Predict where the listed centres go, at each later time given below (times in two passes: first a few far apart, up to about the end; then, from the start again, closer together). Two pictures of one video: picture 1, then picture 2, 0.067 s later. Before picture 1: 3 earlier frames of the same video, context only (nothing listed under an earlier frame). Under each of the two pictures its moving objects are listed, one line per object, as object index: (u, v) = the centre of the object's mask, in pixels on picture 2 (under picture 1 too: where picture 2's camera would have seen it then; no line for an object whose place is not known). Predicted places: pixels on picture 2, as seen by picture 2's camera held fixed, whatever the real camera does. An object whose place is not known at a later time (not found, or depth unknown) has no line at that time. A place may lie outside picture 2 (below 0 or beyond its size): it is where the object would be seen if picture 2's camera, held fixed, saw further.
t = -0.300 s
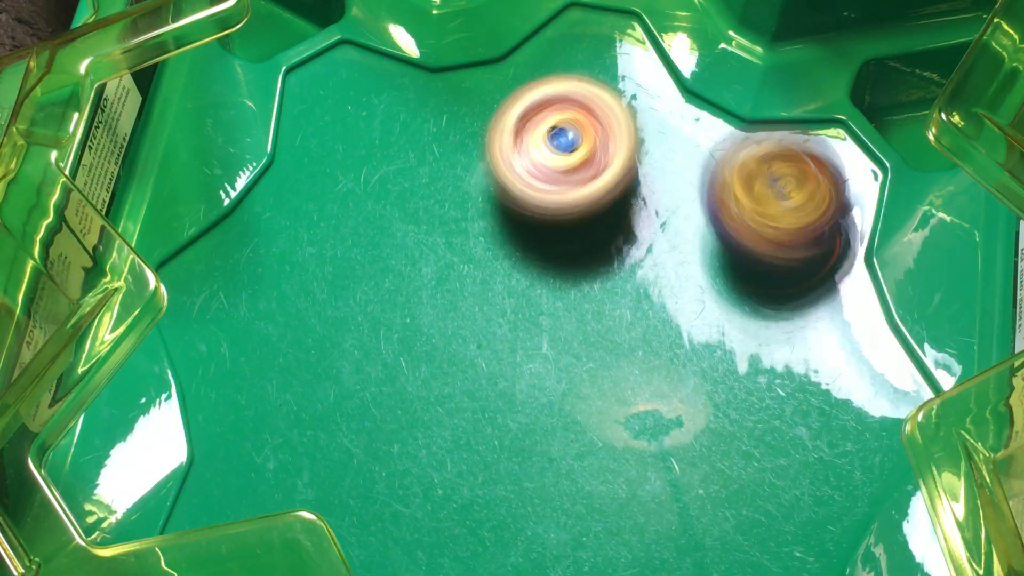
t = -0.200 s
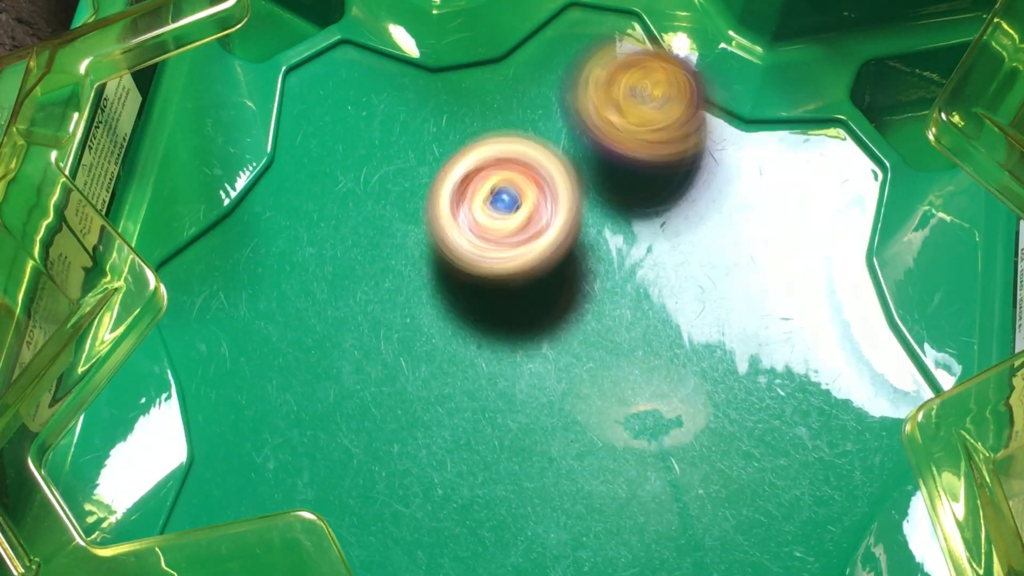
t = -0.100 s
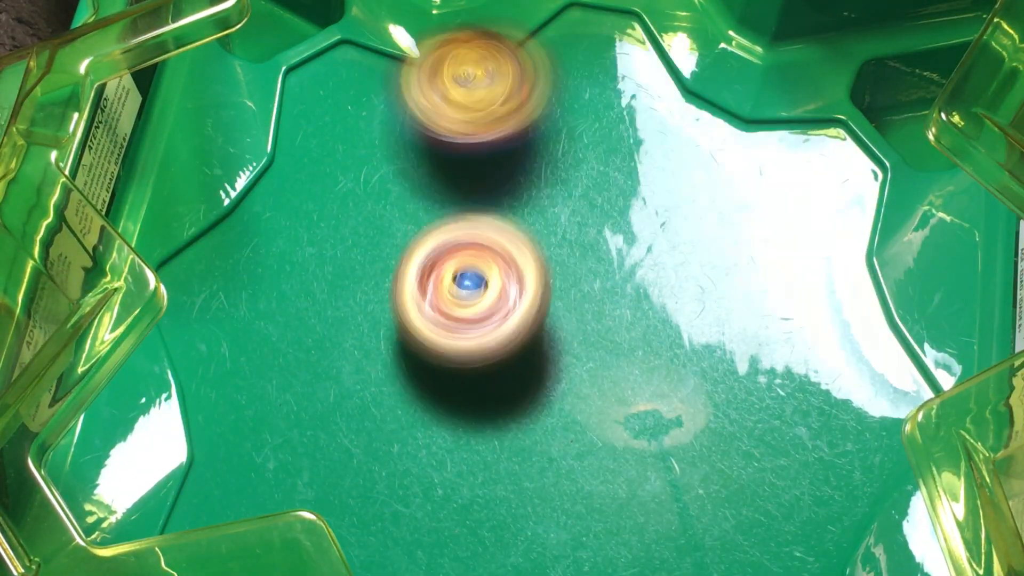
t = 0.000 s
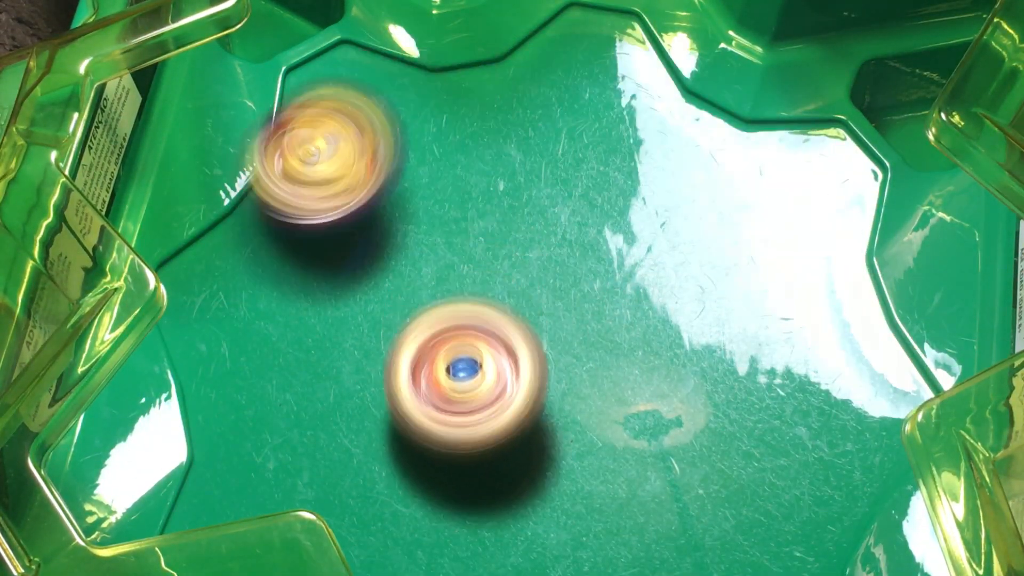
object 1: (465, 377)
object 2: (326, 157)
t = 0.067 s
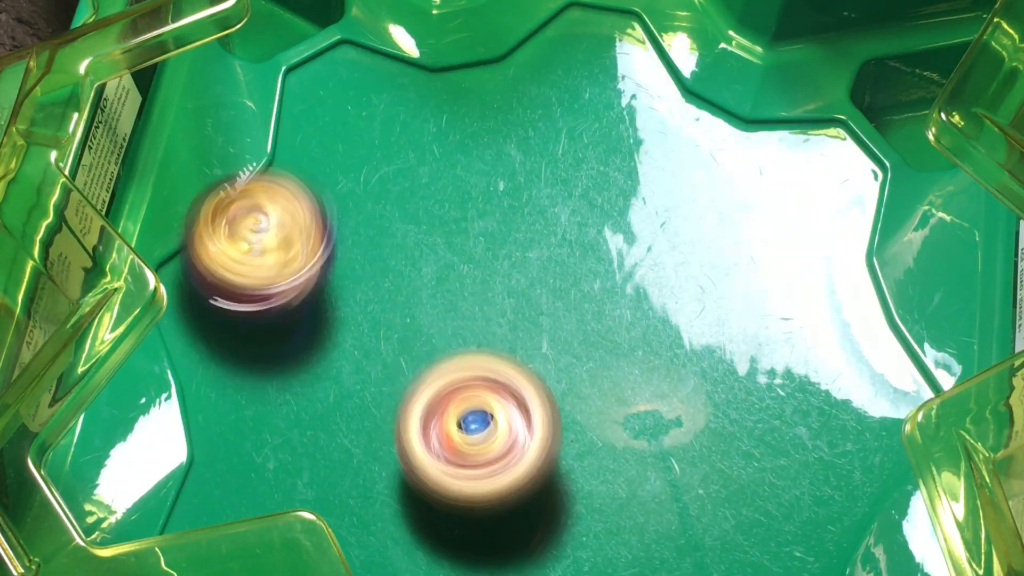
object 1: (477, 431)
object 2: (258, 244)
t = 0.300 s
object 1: (582, 535)
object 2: (371, 541)
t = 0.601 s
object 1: (838, 422)
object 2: (500, 524)
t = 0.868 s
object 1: (698, 243)
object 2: (437, 265)
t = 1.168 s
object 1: (439, 252)
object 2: (267, 237)
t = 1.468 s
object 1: (481, 399)
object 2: (273, 443)
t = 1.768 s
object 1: (716, 349)
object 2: (487, 407)
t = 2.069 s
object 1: (763, 269)
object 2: (509, 129)
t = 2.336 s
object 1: (695, 323)
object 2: (430, 147)
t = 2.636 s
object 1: (621, 531)
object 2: (478, 224)
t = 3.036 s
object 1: (559, 546)
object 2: (462, 279)
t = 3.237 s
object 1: (457, 488)
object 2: (568, 360)
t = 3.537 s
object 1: (352, 344)
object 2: (692, 339)
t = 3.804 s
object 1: (371, 225)
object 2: (579, 332)
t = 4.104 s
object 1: (493, 175)
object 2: (421, 382)
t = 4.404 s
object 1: (636, 246)
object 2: (456, 411)
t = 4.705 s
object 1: (742, 373)
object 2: (493, 305)
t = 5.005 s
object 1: (722, 477)
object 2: (460, 260)
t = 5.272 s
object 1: (560, 488)
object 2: (518, 339)
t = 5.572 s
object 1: (389, 438)
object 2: (587, 290)
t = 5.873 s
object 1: (356, 304)
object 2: (541, 329)
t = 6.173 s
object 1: (458, 212)
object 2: (520, 393)
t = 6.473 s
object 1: (609, 239)
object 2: (549, 379)
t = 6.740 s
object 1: (716, 314)
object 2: (509, 391)
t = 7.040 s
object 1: (672, 441)
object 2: (516, 345)
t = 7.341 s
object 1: (504, 472)
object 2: (556, 301)
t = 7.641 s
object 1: (377, 374)
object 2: (552, 346)
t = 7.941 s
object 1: (402, 248)
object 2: (559, 386)
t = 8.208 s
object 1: (522, 215)
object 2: (526, 374)
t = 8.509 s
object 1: (671, 259)
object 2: (499, 388)
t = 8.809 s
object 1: (678, 390)
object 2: (498, 388)
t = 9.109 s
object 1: (567, 487)
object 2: (479, 360)
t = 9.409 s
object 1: (436, 462)
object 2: (483, 344)
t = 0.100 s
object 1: (487, 458)
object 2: (242, 295)
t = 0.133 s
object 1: (498, 482)
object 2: (234, 347)
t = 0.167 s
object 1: (511, 502)
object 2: (241, 399)
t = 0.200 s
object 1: (527, 514)
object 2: (261, 447)
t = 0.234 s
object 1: (544, 523)
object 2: (287, 496)
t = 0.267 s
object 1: (563, 530)
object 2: (325, 521)
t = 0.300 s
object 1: (582, 535)
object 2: (371, 541)
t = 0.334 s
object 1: (602, 538)
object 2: (424, 552)
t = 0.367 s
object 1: (654, 538)
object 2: (431, 558)
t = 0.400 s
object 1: (718, 534)
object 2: (430, 560)
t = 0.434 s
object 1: (764, 526)
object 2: (435, 560)
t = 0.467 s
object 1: (796, 515)
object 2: (449, 559)
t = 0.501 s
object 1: (817, 500)
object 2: (467, 556)
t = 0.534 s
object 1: (830, 478)
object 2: (480, 550)
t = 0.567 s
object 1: (836, 450)
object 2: (493, 540)
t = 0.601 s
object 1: (838, 422)
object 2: (500, 524)
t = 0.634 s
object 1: (839, 394)
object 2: (506, 502)
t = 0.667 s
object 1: (834, 368)
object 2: (506, 467)
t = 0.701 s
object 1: (821, 342)
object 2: (502, 432)
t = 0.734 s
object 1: (802, 318)
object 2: (493, 397)
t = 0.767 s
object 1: (780, 294)
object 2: (482, 359)
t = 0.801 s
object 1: (757, 273)
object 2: (469, 325)
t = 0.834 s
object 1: (728, 257)
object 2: (453, 293)
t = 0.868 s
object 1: (698, 243)
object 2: (437, 265)
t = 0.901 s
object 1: (665, 232)
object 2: (418, 242)
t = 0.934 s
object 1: (634, 225)
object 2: (400, 223)
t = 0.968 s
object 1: (601, 219)
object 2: (382, 210)
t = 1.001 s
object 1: (568, 216)
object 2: (363, 201)
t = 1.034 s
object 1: (536, 217)
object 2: (343, 200)
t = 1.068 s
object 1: (504, 221)
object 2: (324, 204)
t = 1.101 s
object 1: (475, 227)
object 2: (310, 212)
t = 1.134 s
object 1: (455, 238)
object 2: (289, 222)
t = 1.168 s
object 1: (439, 252)
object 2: (267, 237)
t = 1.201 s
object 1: (420, 266)
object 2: (254, 256)
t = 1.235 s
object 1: (408, 283)
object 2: (241, 276)
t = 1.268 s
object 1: (412, 301)
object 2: (220, 297)
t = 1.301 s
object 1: (415, 319)
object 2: (211, 322)
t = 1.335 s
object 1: (417, 338)
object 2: (210, 348)
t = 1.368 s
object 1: (420, 355)
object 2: (224, 373)
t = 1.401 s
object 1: (425, 373)
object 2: (249, 399)
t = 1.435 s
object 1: (439, 389)
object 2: (276, 425)
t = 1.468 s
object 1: (481, 399)
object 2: (273, 443)
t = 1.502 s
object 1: (525, 407)
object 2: (276, 456)
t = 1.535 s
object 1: (562, 409)
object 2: (294, 465)
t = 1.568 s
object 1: (593, 407)
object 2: (315, 468)
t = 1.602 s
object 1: (619, 402)
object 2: (339, 472)
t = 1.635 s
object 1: (642, 394)
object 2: (364, 470)
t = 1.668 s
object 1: (665, 385)
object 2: (389, 467)
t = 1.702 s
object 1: (684, 374)
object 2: (424, 456)
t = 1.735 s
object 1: (702, 362)
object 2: (458, 435)
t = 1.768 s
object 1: (716, 349)
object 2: (487, 407)
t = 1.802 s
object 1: (728, 334)
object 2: (507, 378)
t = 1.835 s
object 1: (737, 319)
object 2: (525, 352)
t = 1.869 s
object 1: (742, 304)
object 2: (543, 328)
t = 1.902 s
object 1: (744, 288)
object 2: (562, 300)
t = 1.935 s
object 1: (740, 272)
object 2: (574, 269)
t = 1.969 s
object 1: (736, 261)
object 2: (576, 239)
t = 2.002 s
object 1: (750, 264)
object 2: (549, 200)
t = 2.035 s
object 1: (758, 267)
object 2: (530, 164)
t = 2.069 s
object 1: (763, 269)
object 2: (509, 129)
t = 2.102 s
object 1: (765, 270)
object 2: (489, 107)
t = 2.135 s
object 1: (764, 272)
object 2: (482, 98)
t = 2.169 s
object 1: (760, 276)
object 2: (468, 85)
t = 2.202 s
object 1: (751, 282)
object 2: (451, 82)
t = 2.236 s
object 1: (739, 290)
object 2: (442, 93)
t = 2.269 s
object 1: (725, 299)
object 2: (436, 102)
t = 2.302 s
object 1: (710, 311)
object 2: (427, 118)
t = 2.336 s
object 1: (695, 323)
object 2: (430, 147)
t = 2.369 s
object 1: (678, 339)
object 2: (438, 165)
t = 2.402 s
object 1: (661, 353)
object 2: (440, 195)
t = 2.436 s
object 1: (644, 369)
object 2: (456, 228)
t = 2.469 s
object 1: (630, 383)
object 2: (472, 251)
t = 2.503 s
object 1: (614, 399)
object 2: (485, 281)
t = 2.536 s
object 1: (608, 427)
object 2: (500, 294)
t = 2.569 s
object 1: (614, 480)
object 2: (490, 260)
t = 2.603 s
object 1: (619, 513)
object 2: (479, 243)
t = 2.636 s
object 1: (621, 531)
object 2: (478, 224)
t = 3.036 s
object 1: (559, 546)
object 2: (462, 279)
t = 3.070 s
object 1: (542, 539)
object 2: (479, 301)
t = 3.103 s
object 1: (527, 532)
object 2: (490, 314)
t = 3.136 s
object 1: (512, 522)
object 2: (509, 339)
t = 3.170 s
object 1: (498, 512)
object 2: (522, 348)
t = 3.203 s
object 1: (481, 499)
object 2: (541, 367)
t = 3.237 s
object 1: (457, 488)
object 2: (568, 360)
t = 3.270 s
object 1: (437, 475)
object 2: (593, 365)
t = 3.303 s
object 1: (421, 460)
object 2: (618, 359)
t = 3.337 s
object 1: (405, 445)
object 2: (636, 366)
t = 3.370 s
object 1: (391, 428)
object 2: (656, 358)
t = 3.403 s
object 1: (380, 412)
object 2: (668, 362)
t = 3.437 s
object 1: (371, 395)
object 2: (683, 351)
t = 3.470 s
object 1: (363, 378)
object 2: (691, 351)
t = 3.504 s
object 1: (356, 361)
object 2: (696, 337)
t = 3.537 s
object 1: (352, 344)
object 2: (692, 339)
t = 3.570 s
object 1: (349, 327)
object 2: (686, 326)
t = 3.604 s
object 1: (347, 311)
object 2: (675, 327)
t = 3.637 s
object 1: (347, 295)
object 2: (660, 316)
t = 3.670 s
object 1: (350, 279)
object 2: (649, 324)
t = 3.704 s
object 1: (353, 265)
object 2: (635, 318)
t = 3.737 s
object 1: (358, 251)
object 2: (617, 327)
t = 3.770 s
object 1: (364, 238)
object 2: (593, 322)
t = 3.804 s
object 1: (371, 225)
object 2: (579, 332)
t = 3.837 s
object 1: (380, 213)
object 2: (552, 330)
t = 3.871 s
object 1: (390, 203)
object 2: (539, 340)
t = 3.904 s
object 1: (401, 195)
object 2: (513, 342)
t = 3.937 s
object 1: (415, 187)
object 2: (502, 351)
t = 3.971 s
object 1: (429, 181)
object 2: (478, 355)
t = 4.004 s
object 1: (444, 177)
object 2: (470, 363)
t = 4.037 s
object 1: (460, 174)
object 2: (448, 368)
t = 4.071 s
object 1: (476, 174)
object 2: (440, 375)
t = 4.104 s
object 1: (493, 175)
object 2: (421, 382)
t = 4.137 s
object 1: (510, 177)
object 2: (418, 388)
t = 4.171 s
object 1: (526, 181)
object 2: (405, 400)
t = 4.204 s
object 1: (542, 187)
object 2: (406, 404)
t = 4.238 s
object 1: (559, 194)
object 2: (407, 416)
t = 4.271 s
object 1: (575, 204)
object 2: (414, 414)
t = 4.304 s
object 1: (591, 213)
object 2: (427, 424)
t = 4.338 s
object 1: (607, 224)
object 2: (430, 417)
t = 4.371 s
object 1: (622, 235)
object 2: (448, 420)
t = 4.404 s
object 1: (636, 246)
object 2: (456, 411)
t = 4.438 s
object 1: (648, 258)
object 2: (478, 404)
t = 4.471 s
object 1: (659, 271)
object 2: (483, 396)
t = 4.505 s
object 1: (669, 287)
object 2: (503, 381)
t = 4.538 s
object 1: (677, 302)
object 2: (511, 376)
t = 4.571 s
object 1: (683, 318)
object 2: (524, 356)
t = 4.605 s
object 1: (700, 333)
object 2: (520, 348)
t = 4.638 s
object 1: (719, 347)
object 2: (501, 330)
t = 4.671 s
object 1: (732, 360)
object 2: (500, 313)
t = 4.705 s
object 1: (742, 373)
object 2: (493, 305)
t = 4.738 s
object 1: (750, 387)
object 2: (488, 286)
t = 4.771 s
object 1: (754, 399)
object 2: (488, 280)
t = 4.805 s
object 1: (757, 412)
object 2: (478, 270)
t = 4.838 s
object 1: (758, 425)
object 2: (477, 259)
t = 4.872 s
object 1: (756, 437)
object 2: (470, 258)
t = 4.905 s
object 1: (751, 448)
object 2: (464, 249)
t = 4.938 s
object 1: (744, 459)
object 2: (464, 251)
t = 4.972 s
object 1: (734, 469)
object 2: (458, 260)
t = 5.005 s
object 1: (722, 477)
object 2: (460, 260)
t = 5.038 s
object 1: (706, 484)
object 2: (466, 273)
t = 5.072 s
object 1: (689, 489)
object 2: (466, 279)
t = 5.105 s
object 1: (670, 493)
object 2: (476, 286)
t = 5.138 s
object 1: (650, 496)
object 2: (484, 303)
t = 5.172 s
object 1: (629, 497)
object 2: (487, 306)
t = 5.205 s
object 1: (607, 497)
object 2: (502, 316)
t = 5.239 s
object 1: (584, 493)
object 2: (510, 333)
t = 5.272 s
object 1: (560, 488)
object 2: (518, 339)
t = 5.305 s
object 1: (538, 487)
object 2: (535, 342)
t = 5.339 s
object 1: (515, 491)
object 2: (541, 339)
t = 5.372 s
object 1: (492, 489)
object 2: (552, 327)
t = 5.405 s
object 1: (471, 484)
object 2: (569, 324)
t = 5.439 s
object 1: (452, 478)
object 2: (571, 320)
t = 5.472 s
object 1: (434, 470)
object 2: (580, 309)
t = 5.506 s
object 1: (418, 460)
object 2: (589, 305)
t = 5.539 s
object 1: (402, 449)
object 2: (587, 301)
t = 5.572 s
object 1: (389, 438)
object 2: (587, 290)
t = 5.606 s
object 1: (378, 424)
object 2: (588, 297)
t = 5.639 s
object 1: (368, 410)
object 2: (574, 295)
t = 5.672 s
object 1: (361, 396)
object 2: (575, 292)
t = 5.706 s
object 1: (355, 381)
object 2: (571, 299)
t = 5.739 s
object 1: (352, 366)
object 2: (559, 305)
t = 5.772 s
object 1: (350, 350)
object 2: (554, 309)
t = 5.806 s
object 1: (351, 334)
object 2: (553, 323)
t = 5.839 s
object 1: (353, 319)
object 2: (541, 332)
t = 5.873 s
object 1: (356, 304)
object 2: (541, 329)
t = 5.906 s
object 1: (362, 290)
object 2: (542, 341)
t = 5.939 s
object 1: (369, 276)
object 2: (530, 347)
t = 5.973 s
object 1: (378, 263)
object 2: (526, 350)
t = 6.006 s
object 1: (388, 252)
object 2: (524, 363)
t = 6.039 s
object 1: (400, 241)
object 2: (517, 374)
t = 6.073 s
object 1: (413, 231)
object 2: (515, 378)
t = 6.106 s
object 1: (427, 223)
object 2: (521, 385)
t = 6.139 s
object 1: (443, 217)
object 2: (521, 394)
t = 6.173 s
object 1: (458, 212)
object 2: (520, 393)
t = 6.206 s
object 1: (475, 209)
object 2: (531, 396)
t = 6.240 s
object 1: (492, 207)
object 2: (533, 403)
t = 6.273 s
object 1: (509, 207)
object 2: (533, 395)
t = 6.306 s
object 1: (527, 209)
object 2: (540, 393)
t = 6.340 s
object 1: (544, 212)
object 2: (539, 393)
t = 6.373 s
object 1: (560, 217)
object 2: (543, 385)
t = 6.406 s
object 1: (577, 224)
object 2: (551, 382)
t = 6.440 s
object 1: (593, 232)
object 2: (553, 383)
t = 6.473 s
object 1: (609, 239)
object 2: (549, 379)
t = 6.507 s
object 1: (631, 241)
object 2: (542, 381)
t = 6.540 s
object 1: (649, 247)
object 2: (539, 384)
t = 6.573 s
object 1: (665, 255)
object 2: (536, 390)
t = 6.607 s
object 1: (679, 264)
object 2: (525, 395)
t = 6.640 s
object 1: (692, 275)
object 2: (520, 391)
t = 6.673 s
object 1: (702, 287)
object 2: (524, 391)
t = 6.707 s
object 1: (709, 300)
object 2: (521, 393)
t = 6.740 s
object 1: (716, 314)
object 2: (509, 391)
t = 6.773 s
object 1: (720, 329)
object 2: (504, 382)
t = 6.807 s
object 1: (721, 344)
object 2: (509, 379)
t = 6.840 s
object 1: (720, 358)
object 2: (509, 379)
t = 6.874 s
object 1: (717, 373)
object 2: (503, 375)
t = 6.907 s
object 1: (712, 387)
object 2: (503, 366)
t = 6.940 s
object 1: (706, 403)
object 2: (510, 359)
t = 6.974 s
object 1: (696, 417)
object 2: (512, 358)
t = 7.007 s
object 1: (686, 430)
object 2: (511, 353)
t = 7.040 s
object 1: (672, 441)
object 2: (516, 345)
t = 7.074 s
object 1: (656, 451)
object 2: (525, 342)
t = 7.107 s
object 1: (641, 460)
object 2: (531, 339)
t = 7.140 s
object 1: (622, 468)
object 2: (534, 330)
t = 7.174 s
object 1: (604, 473)
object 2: (541, 320)
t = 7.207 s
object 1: (584, 476)
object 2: (551, 315)
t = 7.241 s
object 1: (565, 478)
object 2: (552, 313)
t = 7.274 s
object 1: (545, 478)
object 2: (549, 305)
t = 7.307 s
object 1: (524, 476)
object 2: (553, 299)
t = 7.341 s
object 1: (504, 472)
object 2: (556, 301)
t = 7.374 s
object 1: (484, 467)
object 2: (551, 303)
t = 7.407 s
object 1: (466, 460)
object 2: (548, 301)
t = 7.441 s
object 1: (449, 452)
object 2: (550, 301)
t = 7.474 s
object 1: (433, 441)
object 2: (551, 307)
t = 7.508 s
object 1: (418, 429)
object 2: (549, 316)
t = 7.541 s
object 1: (406, 417)
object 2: (544, 321)
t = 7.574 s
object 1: (394, 404)
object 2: (543, 324)
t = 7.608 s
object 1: (384, 389)
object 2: (548, 332)
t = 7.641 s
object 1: (377, 374)
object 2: (552, 346)
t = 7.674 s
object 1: (371, 359)
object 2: (549, 356)
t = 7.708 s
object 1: (368, 344)
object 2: (546, 357)
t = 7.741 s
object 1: (367, 328)
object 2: (551, 357)
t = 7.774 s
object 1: (368, 312)
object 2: (555, 368)
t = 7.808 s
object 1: (372, 299)
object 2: (551, 375)
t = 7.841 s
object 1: (377, 284)
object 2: (547, 377)
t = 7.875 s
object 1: (384, 270)
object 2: (548, 378)
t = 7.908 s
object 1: (391, 257)
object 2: (554, 381)
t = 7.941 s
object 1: (402, 248)
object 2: (559, 386)
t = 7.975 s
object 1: (413, 237)
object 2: (557, 395)
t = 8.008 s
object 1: (426, 229)
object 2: (550, 397)
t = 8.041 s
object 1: (441, 223)
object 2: (544, 397)
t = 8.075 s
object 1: (457, 218)
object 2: (535, 403)
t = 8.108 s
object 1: (473, 214)
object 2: (524, 398)
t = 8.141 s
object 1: (488, 212)
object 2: (521, 392)
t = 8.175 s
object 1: (505, 213)
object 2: (526, 379)
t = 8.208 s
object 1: (522, 215)
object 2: (526, 374)
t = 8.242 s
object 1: (538, 219)
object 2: (528, 374)
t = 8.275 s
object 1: (556, 225)
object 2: (527, 362)
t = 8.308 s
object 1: (578, 224)
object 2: (518, 366)
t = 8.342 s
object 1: (601, 222)
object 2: (514, 376)
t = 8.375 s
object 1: (618, 226)
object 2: (511, 381)
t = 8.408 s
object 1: (632, 232)
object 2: (507, 385)
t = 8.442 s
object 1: (647, 239)
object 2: (501, 387)
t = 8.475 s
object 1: (659, 248)
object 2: (499, 388)
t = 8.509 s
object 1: (671, 259)
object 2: (499, 388)
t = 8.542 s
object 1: (681, 271)
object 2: (499, 388)
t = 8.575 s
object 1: (688, 284)
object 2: (499, 388)
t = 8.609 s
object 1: (693, 298)
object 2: (499, 388)
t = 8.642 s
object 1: (696, 313)
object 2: (499, 388)
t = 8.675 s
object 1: (697, 329)
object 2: (499, 388)
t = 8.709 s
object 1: (695, 345)
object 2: (499, 388)
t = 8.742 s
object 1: (691, 361)
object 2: (498, 388)
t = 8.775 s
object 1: (686, 376)
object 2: (499, 388)
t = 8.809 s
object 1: (678, 390)
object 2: (498, 388)
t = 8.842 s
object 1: (668, 403)
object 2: (498, 388)
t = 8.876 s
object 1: (654, 416)
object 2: (499, 389)
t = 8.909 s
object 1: (648, 433)
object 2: (492, 380)
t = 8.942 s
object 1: (640, 448)
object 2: (483, 371)
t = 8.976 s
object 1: (629, 462)
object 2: (479, 365)
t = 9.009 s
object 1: (616, 470)
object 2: (479, 361)
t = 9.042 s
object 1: (600, 479)
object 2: (479, 361)
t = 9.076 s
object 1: (584, 485)
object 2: (479, 360)
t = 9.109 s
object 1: (567, 487)
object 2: (479, 360)
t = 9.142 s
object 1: (550, 488)
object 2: (479, 360)
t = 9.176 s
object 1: (531, 485)
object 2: (479, 359)
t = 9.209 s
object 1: (514, 483)
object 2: (479, 357)
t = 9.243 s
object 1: (496, 482)
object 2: (478, 353)
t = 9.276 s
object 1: (485, 483)
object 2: (474, 350)
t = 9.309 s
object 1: (474, 480)
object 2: (478, 349)
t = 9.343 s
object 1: (462, 475)
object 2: (480, 346)
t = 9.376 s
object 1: (449, 469)
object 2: (481, 345)
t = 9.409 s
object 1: (436, 462)
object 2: (483, 344)
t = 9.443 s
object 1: (425, 458)
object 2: (482, 339)
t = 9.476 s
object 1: (415, 449)
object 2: (485, 339)
